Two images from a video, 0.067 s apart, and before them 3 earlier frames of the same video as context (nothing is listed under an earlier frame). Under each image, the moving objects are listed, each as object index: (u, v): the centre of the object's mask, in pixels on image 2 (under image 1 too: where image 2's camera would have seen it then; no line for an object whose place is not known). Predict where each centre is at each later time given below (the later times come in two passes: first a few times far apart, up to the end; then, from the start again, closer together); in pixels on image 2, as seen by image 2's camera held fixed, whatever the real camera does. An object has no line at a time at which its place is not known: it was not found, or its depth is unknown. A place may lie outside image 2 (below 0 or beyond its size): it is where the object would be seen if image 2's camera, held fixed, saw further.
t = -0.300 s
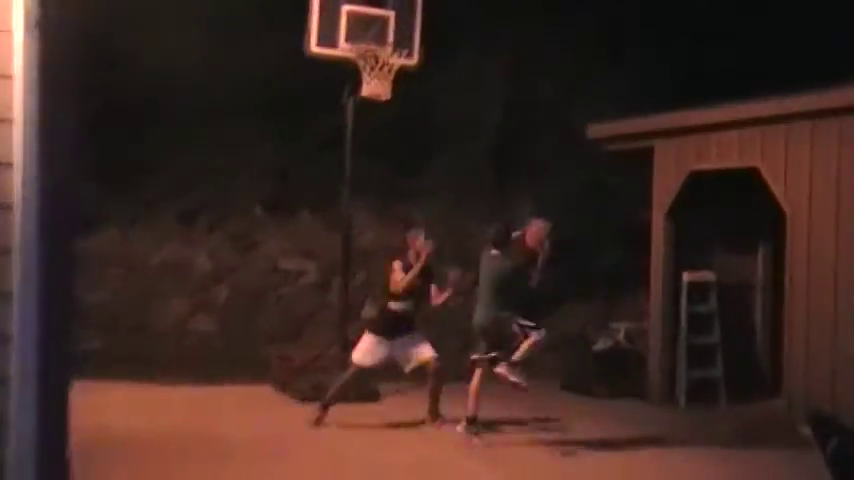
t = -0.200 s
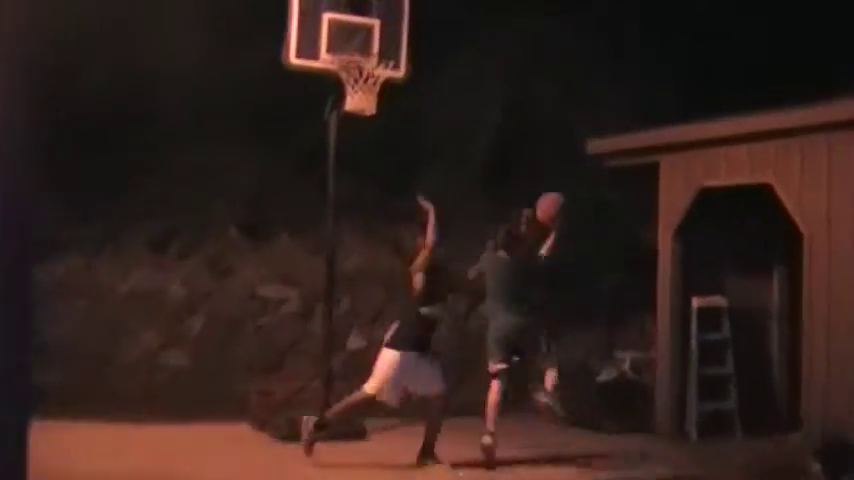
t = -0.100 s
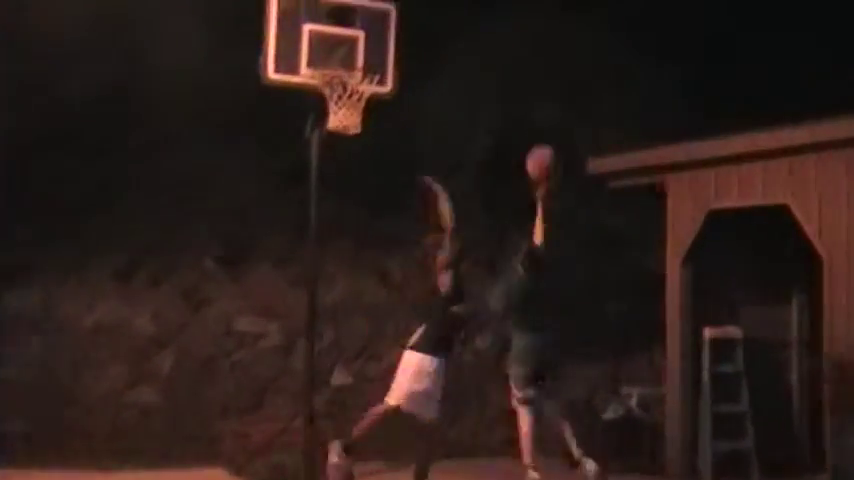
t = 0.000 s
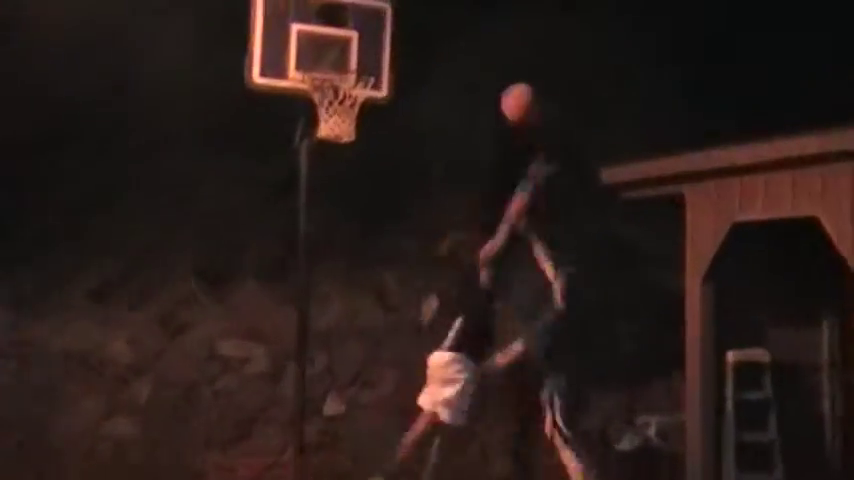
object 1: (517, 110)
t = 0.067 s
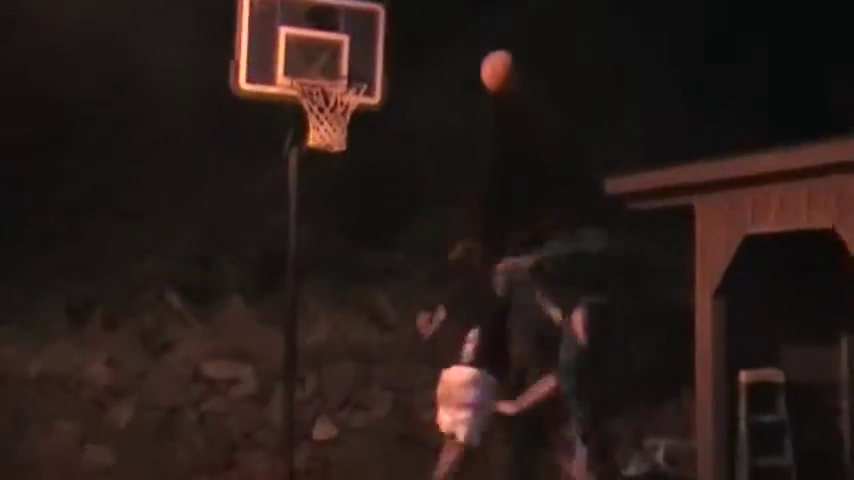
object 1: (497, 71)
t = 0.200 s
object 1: (457, 18)
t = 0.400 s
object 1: (400, -4)
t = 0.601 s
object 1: (347, 37)
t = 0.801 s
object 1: (310, 114)
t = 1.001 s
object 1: (322, 125)
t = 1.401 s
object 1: (321, 195)
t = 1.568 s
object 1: (315, 283)
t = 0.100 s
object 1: (488, 55)
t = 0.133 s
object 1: (477, 40)
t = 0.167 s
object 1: (467, 28)
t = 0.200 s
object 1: (457, 18)
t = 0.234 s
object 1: (447, 10)
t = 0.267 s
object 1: (438, 4)
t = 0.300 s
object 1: (428, 0)
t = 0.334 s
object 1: (419, -3)
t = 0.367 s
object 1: (409, -4)
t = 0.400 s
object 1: (400, -4)
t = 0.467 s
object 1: (381, 3)
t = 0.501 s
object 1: (373, 10)
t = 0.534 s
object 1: (366, 17)
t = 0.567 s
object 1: (355, 27)
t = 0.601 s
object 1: (347, 37)
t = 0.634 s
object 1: (337, 49)
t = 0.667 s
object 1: (330, 62)
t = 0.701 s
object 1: (321, 78)
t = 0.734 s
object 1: (313, 97)
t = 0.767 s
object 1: (307, 111)
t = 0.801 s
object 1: (310, 114)
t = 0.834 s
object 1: (307, 110)
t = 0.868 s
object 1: (309, 110)
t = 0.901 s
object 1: (312, 113)
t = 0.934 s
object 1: (313, 115)
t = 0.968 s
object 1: (315, 119)
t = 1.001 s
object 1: (322, 125)
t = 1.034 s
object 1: (321, 129)
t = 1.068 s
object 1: (320, 138)
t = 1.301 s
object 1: (324, 160)
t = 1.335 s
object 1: (324, 170)
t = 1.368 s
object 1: (323, 183)
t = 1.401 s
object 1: (321, 195)
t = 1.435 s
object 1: (321, 210)
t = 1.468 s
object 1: (319, 225)
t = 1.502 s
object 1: (318, 243)
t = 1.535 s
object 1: (317, 262)
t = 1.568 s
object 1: (315, 283)
